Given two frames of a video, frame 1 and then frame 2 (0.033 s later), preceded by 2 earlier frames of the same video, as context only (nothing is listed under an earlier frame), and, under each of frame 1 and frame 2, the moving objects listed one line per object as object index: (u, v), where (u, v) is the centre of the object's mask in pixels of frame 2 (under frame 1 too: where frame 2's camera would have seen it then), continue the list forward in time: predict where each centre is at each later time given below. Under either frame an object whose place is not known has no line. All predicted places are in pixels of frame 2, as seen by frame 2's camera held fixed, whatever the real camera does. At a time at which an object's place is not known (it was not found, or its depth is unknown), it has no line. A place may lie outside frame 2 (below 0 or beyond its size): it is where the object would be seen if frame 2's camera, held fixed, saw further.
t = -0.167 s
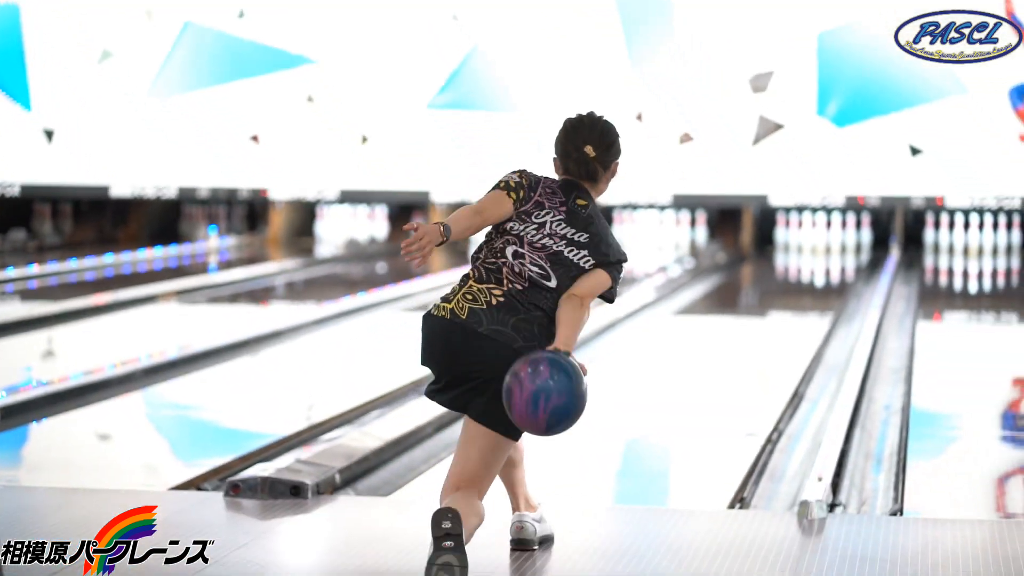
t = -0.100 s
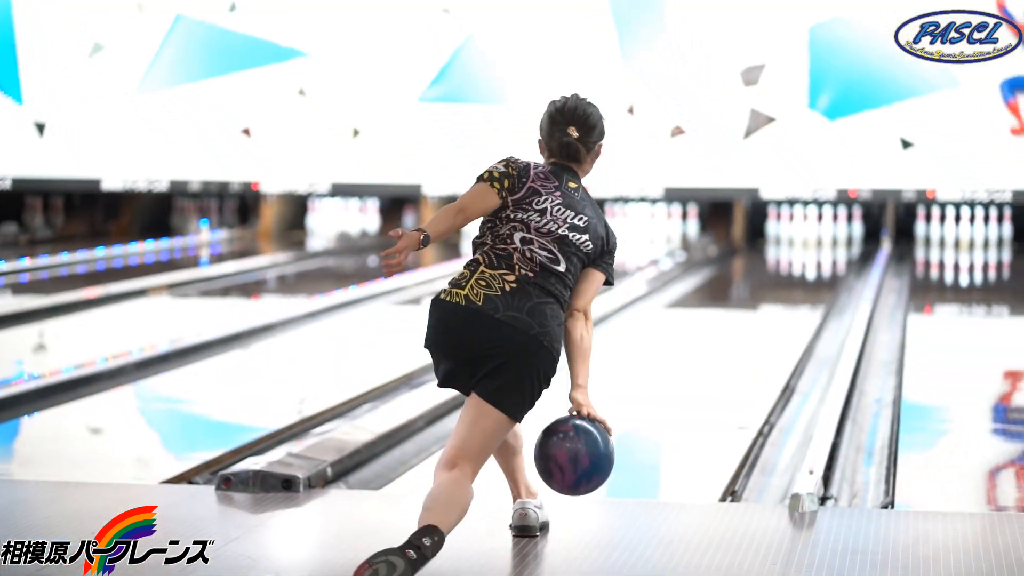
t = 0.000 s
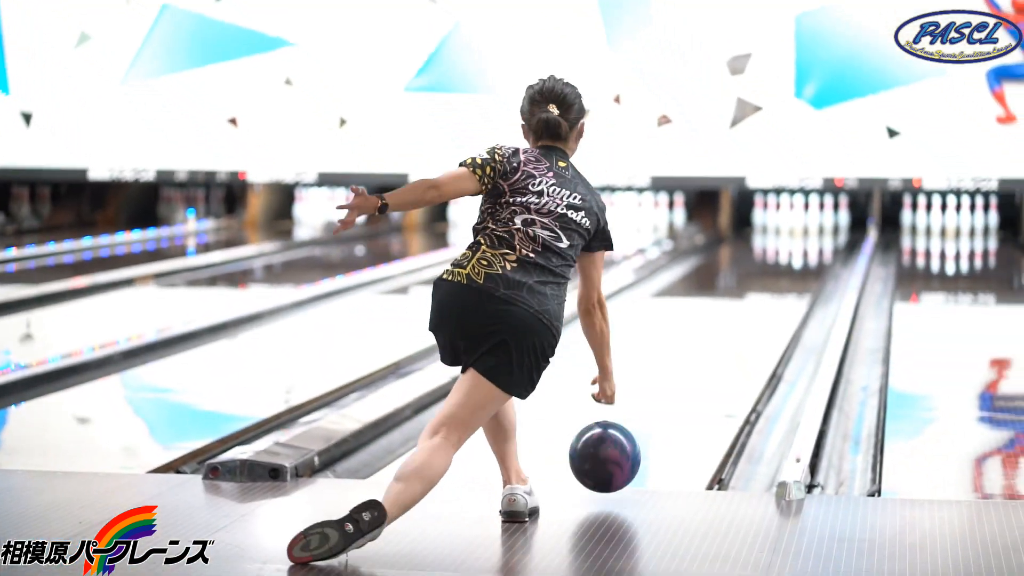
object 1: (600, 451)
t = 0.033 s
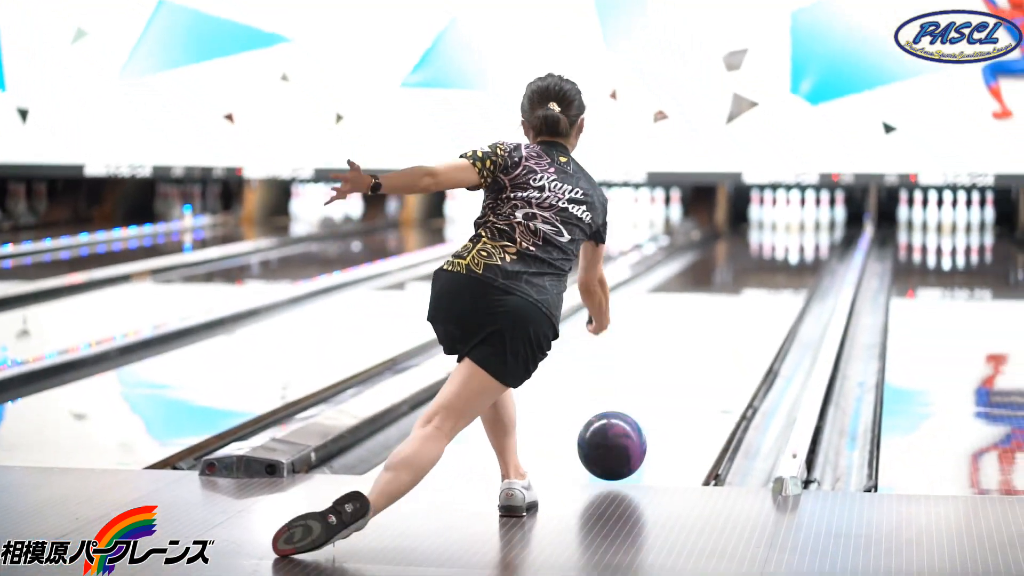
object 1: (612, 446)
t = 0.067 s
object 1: (622, 440)
